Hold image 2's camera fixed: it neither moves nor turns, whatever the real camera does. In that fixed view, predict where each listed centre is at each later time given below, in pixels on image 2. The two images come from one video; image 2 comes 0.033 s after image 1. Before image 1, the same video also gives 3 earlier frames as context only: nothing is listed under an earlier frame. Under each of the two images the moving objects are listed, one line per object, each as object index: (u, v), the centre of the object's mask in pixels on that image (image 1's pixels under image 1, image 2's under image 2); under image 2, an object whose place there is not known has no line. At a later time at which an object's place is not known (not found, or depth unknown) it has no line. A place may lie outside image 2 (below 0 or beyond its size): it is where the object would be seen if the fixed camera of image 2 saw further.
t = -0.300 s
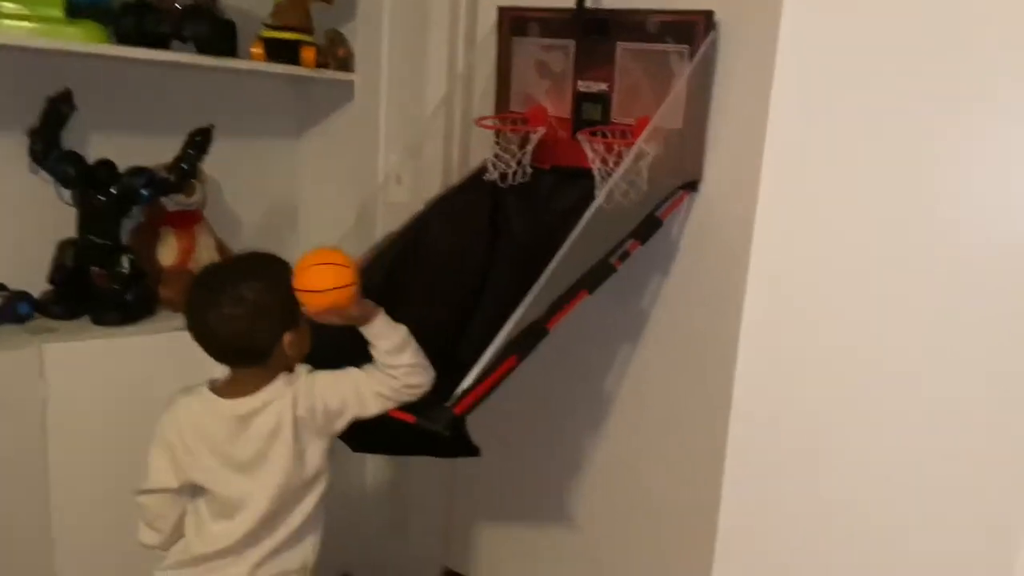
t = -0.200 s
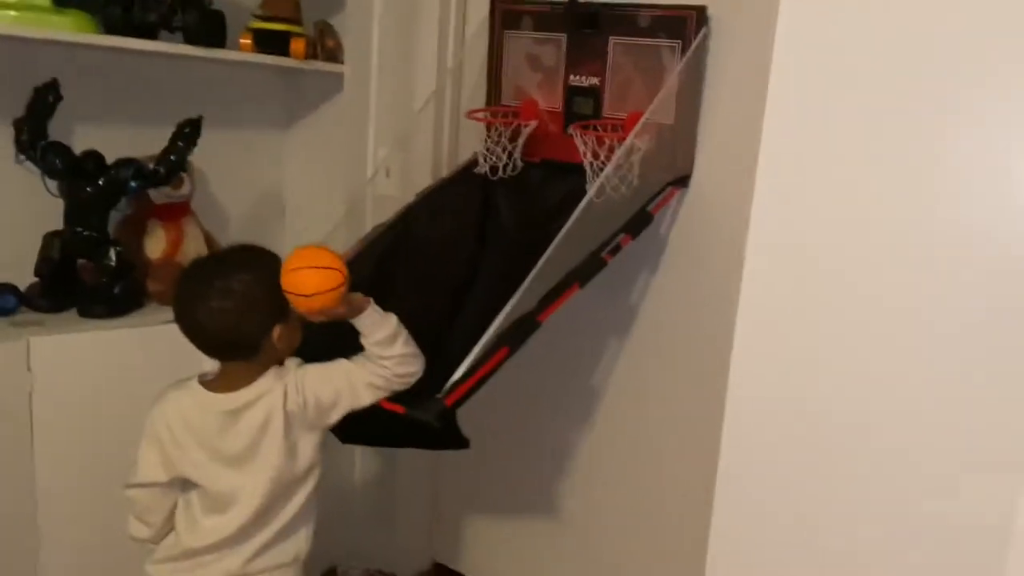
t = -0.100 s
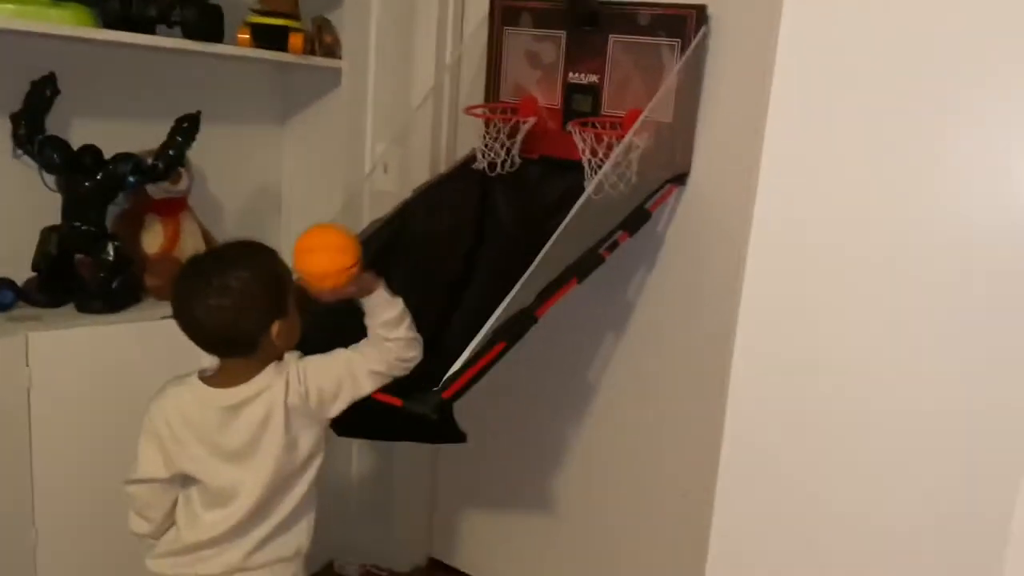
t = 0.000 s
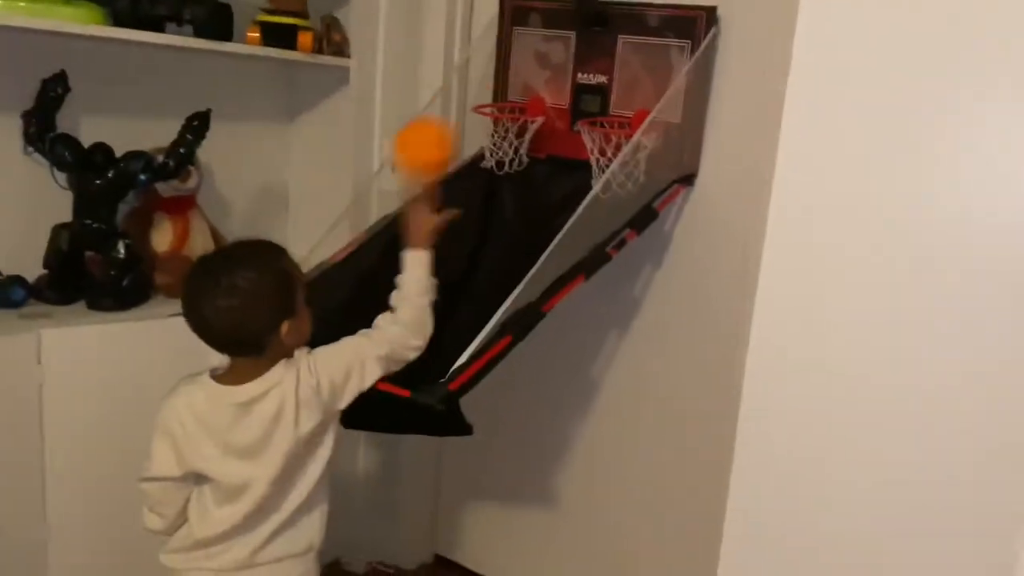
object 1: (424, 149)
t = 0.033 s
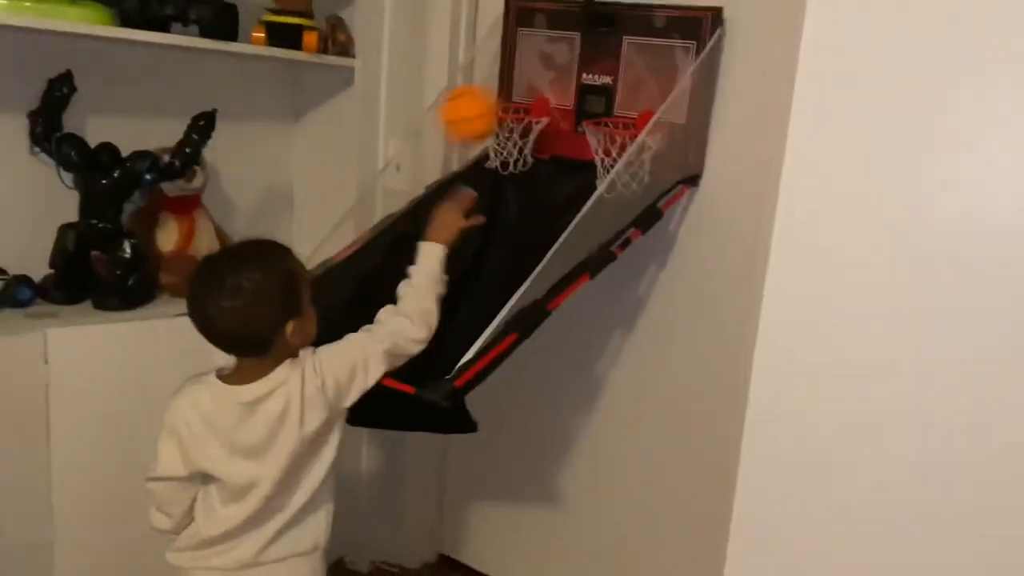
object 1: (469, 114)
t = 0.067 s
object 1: (505, 90)
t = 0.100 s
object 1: (536, 71)
